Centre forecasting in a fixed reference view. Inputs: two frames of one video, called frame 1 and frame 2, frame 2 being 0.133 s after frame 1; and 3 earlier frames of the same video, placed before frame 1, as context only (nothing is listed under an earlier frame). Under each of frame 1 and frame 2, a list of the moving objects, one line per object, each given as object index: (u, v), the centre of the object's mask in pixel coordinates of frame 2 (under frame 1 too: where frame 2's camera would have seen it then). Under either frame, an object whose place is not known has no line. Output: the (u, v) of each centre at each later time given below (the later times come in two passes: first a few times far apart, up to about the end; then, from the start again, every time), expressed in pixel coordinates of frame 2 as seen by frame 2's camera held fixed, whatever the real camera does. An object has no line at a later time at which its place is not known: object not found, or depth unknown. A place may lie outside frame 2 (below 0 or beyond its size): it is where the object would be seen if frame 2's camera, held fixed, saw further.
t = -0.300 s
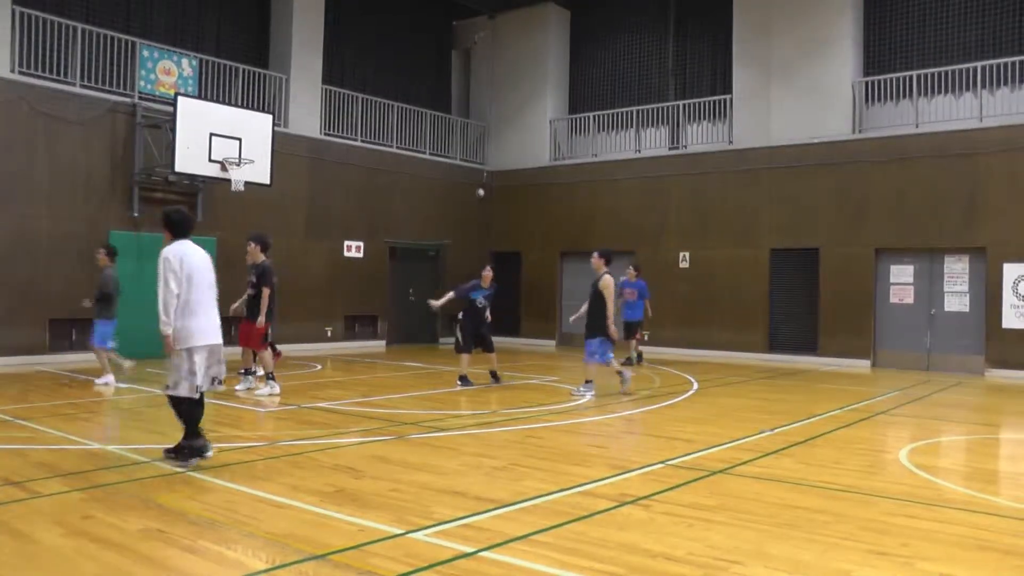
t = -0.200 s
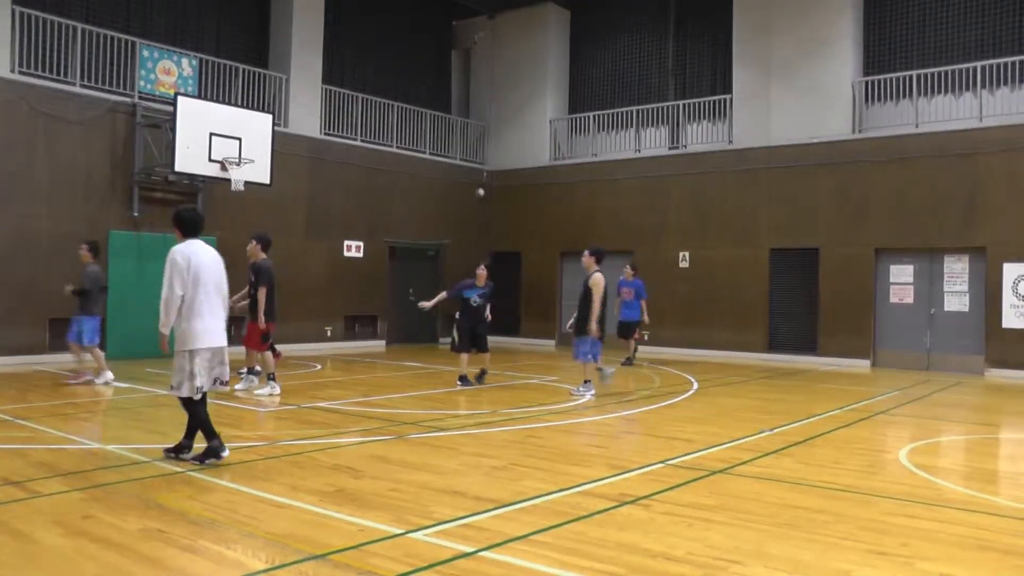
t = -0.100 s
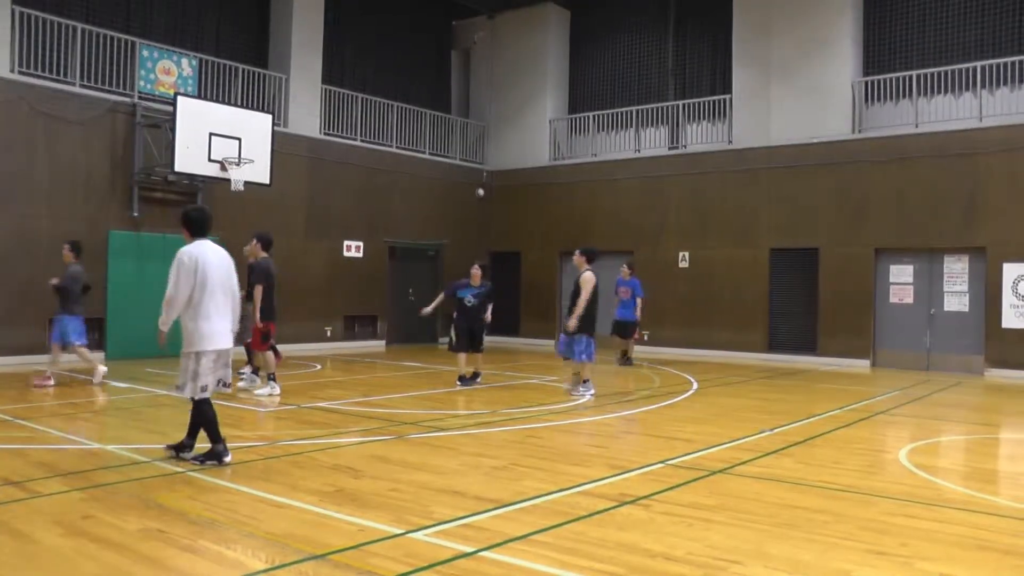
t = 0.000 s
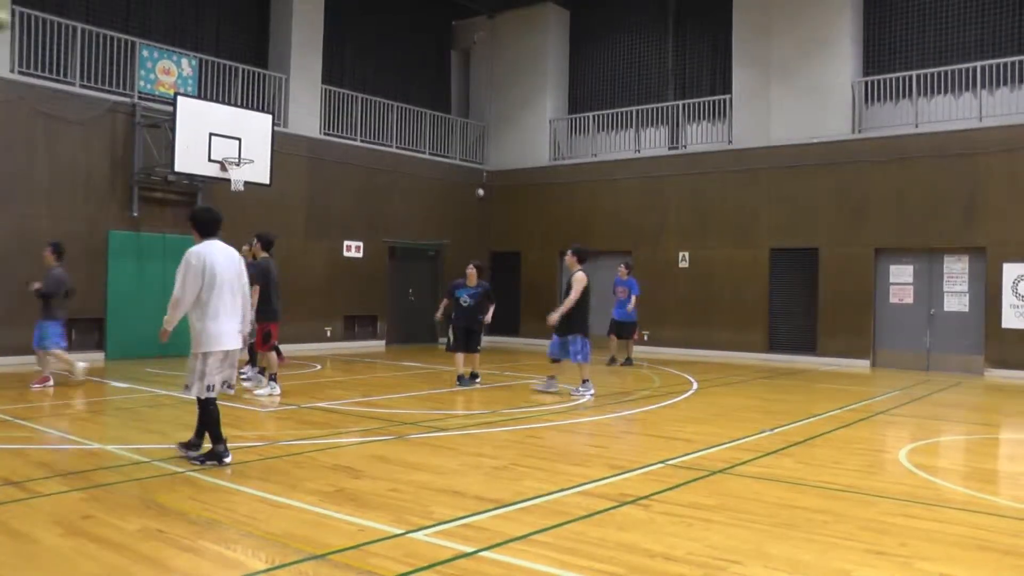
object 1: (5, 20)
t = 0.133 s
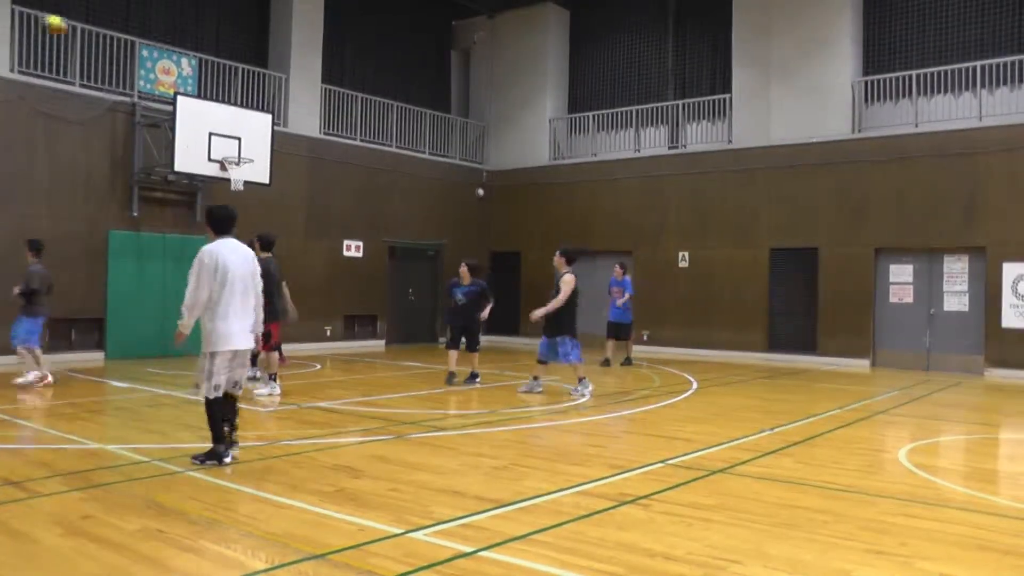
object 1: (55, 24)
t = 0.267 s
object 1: (107, 42)
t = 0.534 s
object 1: (195, 105)
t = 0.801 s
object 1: (252, 140)
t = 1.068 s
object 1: (289, 138)
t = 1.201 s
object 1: (307, 154)
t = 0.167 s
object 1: (67, 26)
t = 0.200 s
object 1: (82, 32)
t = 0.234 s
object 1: (96, 36)
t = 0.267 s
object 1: (107, 42)
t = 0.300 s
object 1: (121, 48)
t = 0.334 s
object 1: (132, 54)
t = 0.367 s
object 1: (145, 60)
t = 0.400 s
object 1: (154, 68)
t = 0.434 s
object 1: (165, 76)
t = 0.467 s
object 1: (173, 85)
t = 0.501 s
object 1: (185, 94)
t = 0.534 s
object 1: (195, 105)
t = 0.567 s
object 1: (204, 115)
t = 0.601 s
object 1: (213, 125)
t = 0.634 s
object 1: (222, 136)
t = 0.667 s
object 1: (230, 147)
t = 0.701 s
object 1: (238, 154)
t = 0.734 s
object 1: (242, 149)
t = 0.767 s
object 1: (246, 145)
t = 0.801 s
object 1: (252, 140)
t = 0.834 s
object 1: (257, 138)
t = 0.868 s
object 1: (262, 135)
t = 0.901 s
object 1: (267, 135)
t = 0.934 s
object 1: (272, 134)
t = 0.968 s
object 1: (275, 135)
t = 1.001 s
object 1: (282, 135)
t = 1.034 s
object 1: (286, 135)
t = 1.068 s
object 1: (289, 138)
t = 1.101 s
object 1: (293, 139)
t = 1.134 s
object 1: (298, 145)
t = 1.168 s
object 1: (303, 150)
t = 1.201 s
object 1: (307, 154)
